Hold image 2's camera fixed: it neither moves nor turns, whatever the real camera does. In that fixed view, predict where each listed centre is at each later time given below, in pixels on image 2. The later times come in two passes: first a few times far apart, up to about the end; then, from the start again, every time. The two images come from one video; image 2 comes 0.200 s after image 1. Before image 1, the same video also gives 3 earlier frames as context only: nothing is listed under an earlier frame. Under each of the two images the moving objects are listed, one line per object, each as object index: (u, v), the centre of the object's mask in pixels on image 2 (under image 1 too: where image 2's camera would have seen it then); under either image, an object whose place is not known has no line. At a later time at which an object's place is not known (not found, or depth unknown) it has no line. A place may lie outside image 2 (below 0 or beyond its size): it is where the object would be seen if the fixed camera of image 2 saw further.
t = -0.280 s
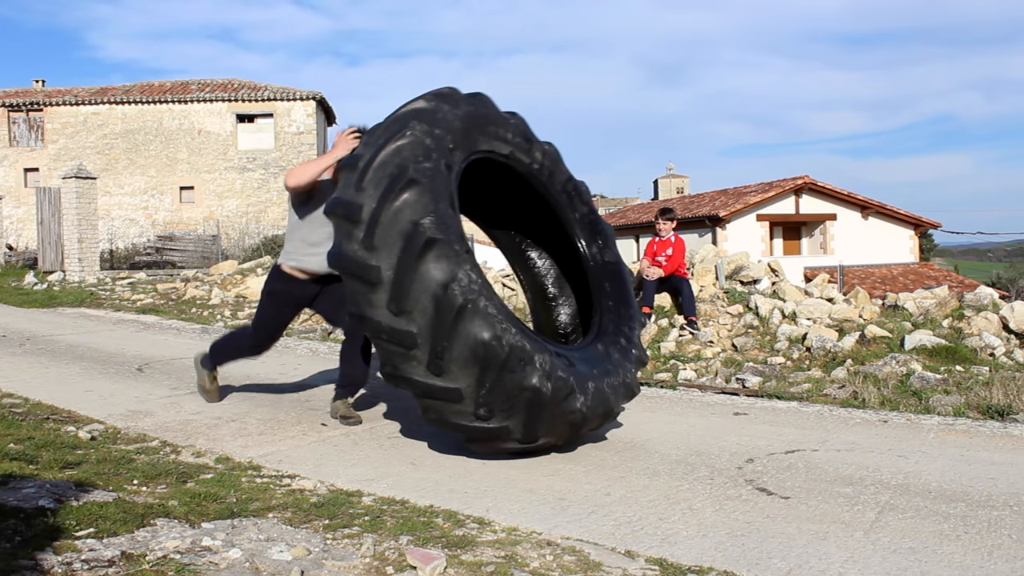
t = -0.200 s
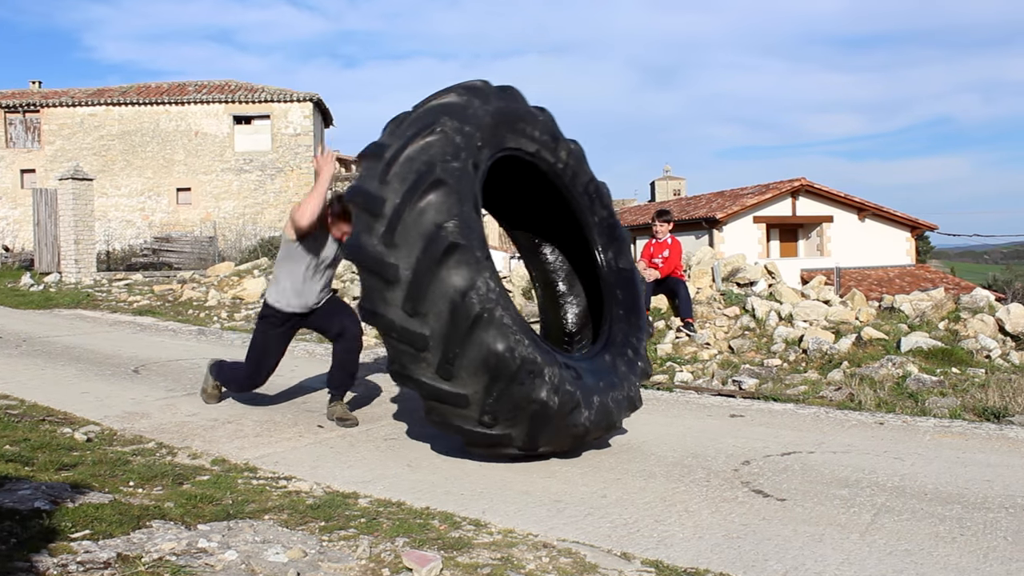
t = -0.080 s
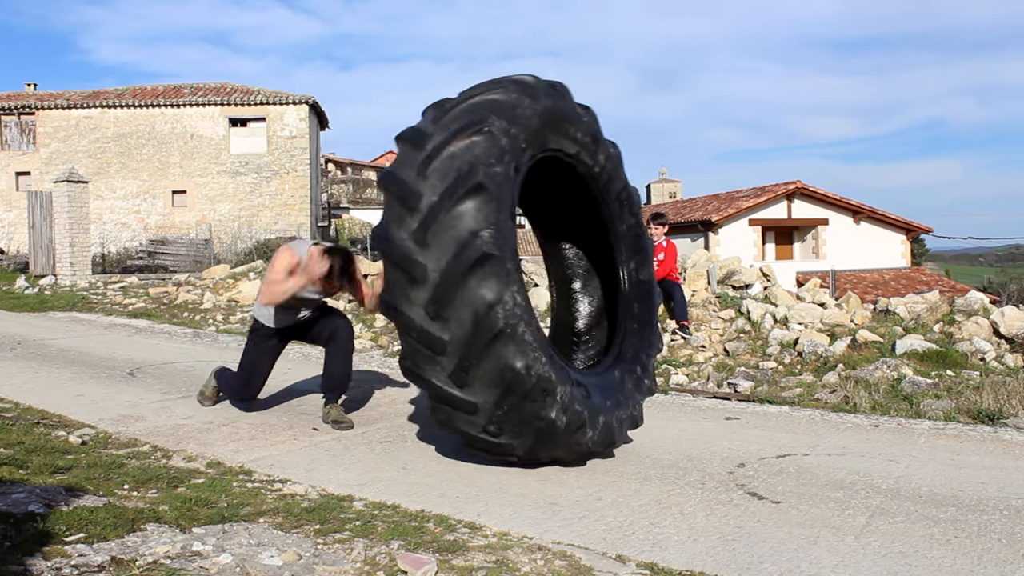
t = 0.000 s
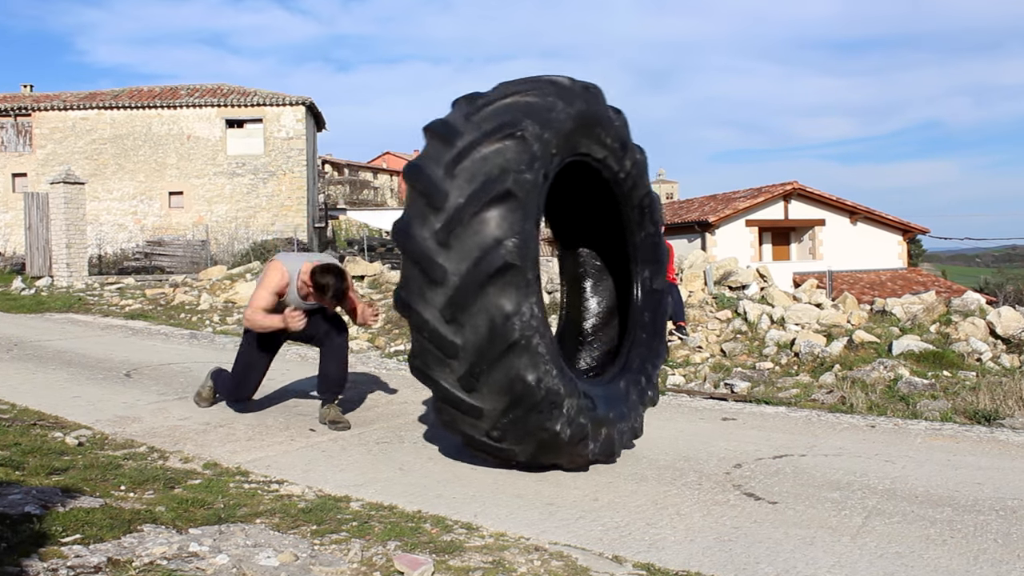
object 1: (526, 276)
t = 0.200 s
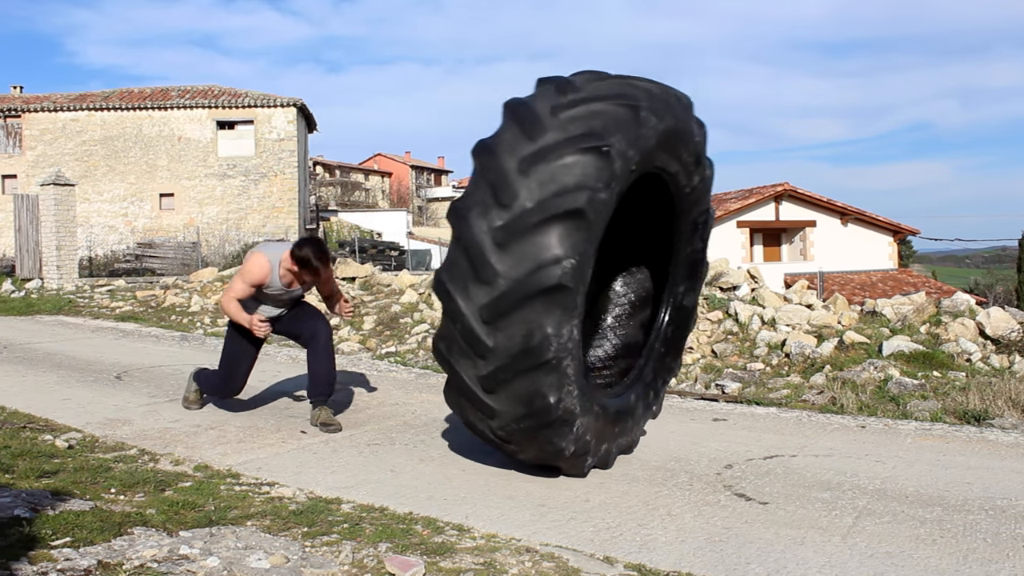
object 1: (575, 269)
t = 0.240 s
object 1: (586, 268)
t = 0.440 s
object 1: (644, 271)
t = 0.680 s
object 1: (747, 325)
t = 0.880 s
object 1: (826, 446)
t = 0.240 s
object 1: (586, 268)
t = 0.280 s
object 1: (596, 267)
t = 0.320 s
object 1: (607, 267)
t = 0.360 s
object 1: (619, 268)
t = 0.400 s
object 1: (631, 269)
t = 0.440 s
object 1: (644, 271)
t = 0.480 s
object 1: (658, 275)
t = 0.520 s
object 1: (673, 279)
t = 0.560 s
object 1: (689, 284)
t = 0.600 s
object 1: (706, 292)
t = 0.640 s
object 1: (725, 304)
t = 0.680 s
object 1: (747, 325)
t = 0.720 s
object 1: (768, 352)
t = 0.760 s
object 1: (787, 386)
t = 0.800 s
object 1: (805, 411)
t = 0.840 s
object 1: (820, 438)
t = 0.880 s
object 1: (826, 446)
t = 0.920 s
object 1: (834, 439)
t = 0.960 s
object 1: (841, 429)
